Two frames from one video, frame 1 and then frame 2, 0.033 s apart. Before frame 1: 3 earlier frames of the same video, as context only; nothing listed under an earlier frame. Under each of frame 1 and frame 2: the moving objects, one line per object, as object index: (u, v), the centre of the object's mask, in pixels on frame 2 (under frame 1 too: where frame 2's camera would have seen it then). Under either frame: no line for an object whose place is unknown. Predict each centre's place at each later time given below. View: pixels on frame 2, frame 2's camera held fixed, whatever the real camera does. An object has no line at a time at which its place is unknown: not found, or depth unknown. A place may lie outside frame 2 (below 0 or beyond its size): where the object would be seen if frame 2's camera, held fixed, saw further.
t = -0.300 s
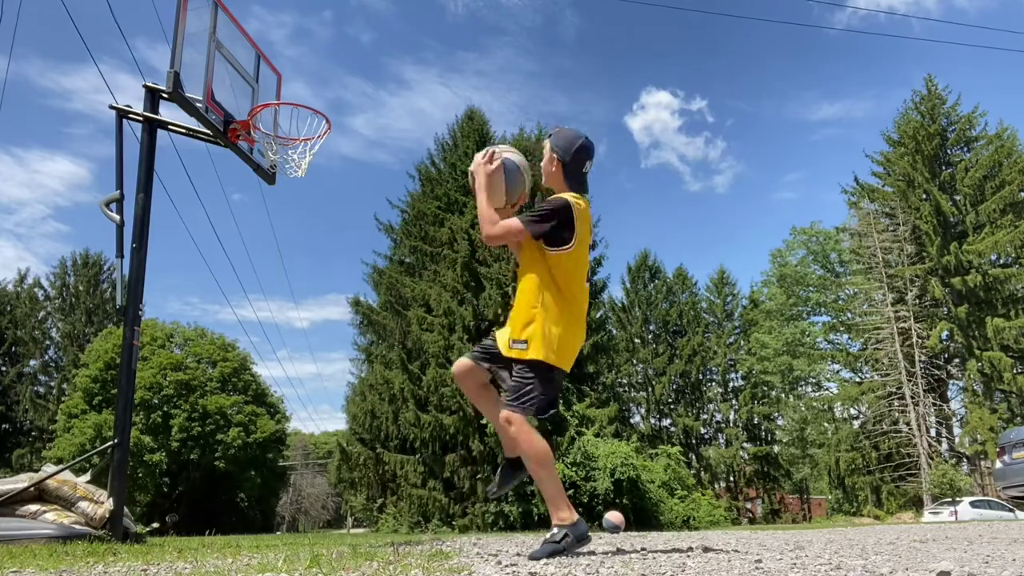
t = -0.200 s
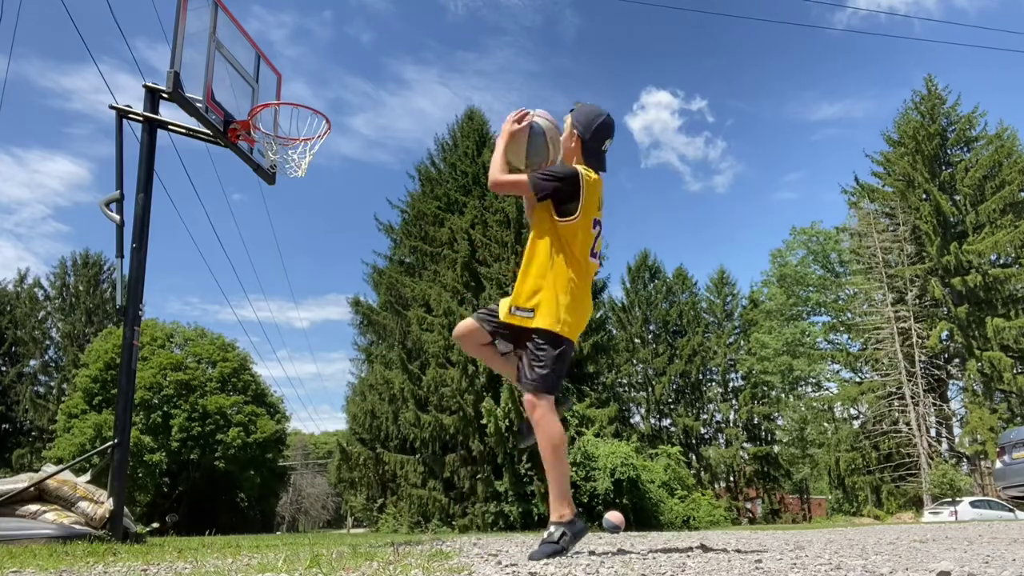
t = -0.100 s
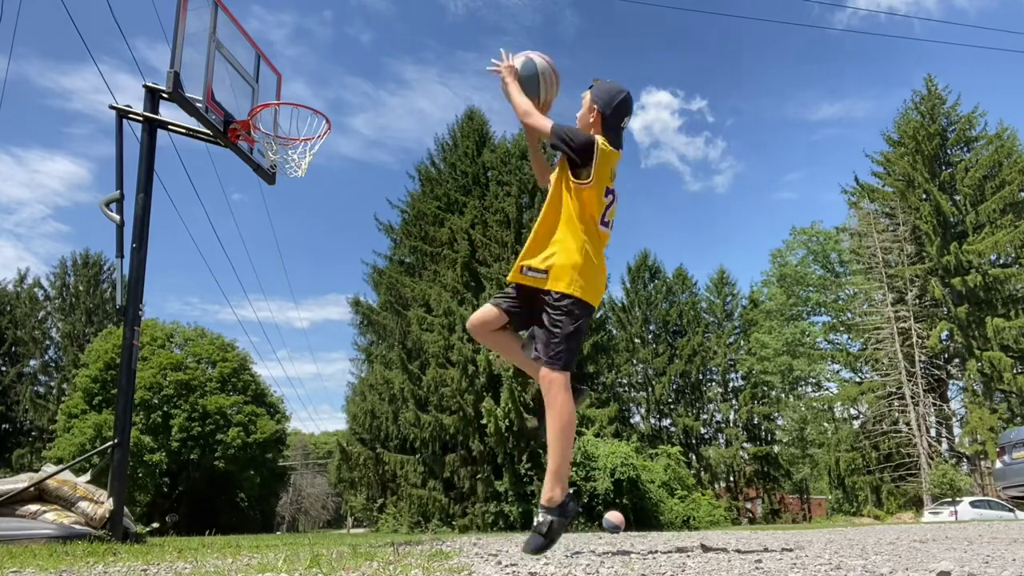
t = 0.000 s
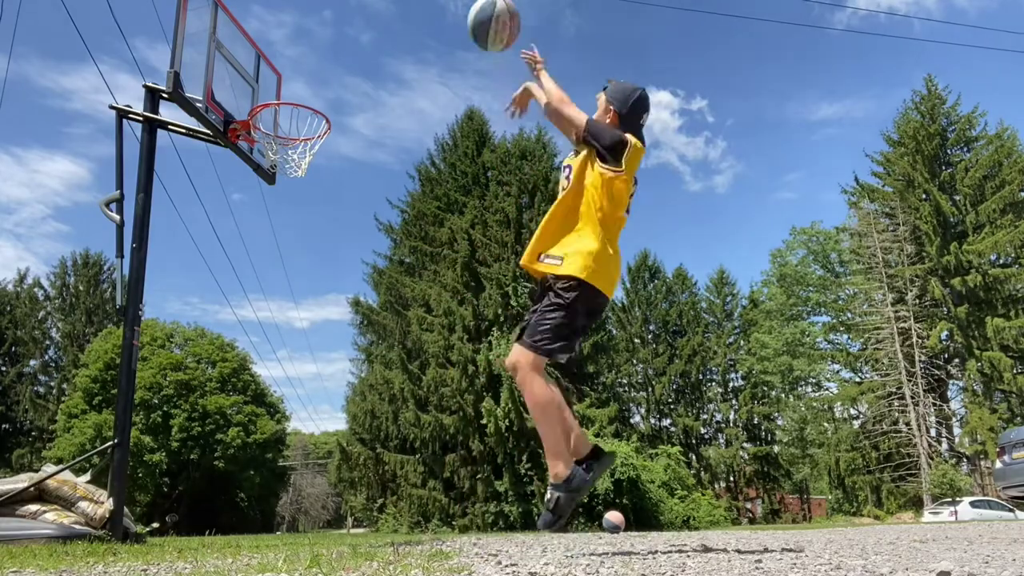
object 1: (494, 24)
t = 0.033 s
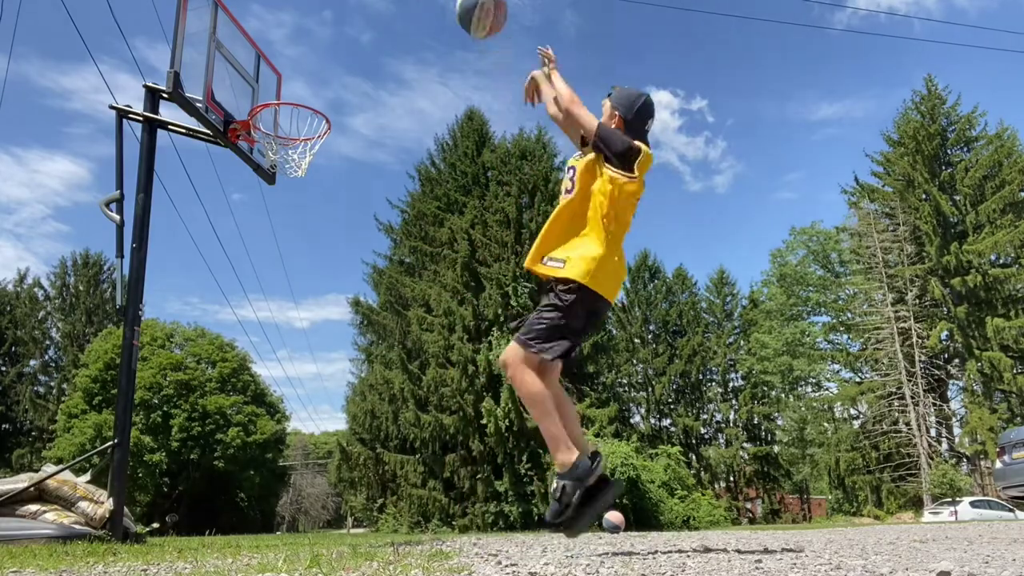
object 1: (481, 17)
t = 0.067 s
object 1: (470, 12)
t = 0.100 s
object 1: (459, 8)
